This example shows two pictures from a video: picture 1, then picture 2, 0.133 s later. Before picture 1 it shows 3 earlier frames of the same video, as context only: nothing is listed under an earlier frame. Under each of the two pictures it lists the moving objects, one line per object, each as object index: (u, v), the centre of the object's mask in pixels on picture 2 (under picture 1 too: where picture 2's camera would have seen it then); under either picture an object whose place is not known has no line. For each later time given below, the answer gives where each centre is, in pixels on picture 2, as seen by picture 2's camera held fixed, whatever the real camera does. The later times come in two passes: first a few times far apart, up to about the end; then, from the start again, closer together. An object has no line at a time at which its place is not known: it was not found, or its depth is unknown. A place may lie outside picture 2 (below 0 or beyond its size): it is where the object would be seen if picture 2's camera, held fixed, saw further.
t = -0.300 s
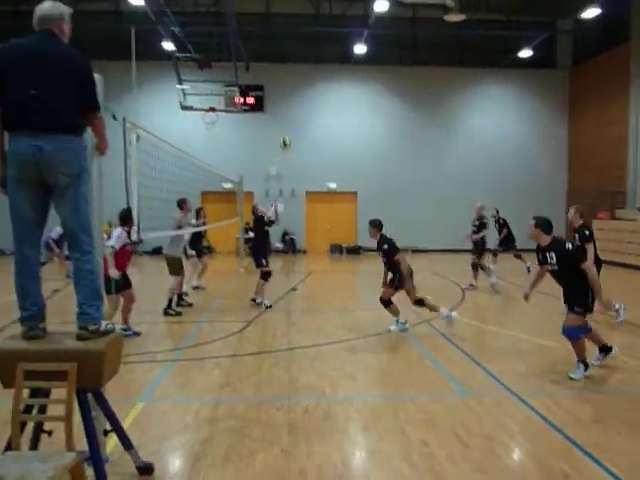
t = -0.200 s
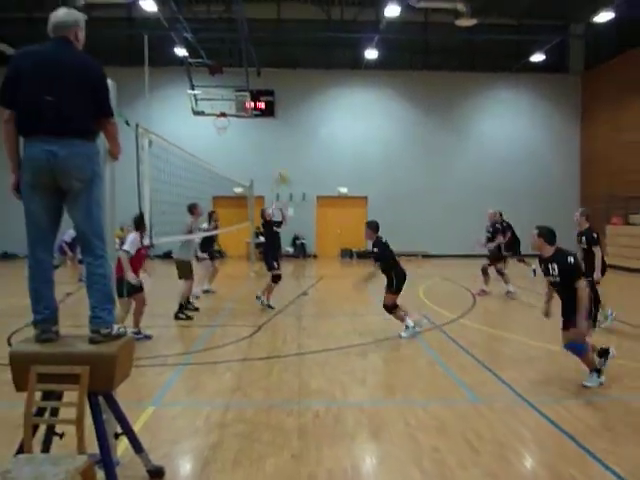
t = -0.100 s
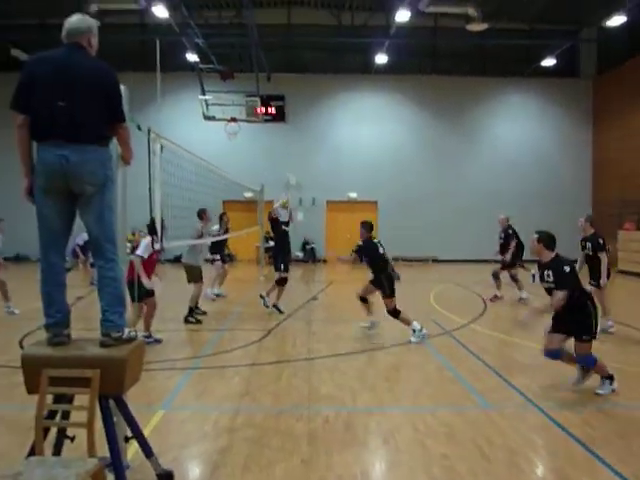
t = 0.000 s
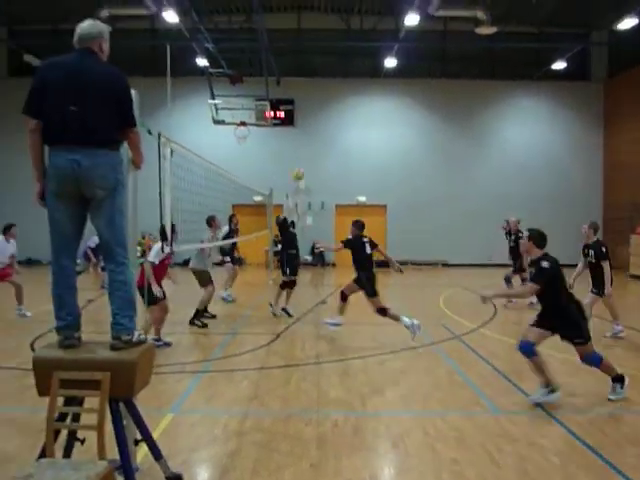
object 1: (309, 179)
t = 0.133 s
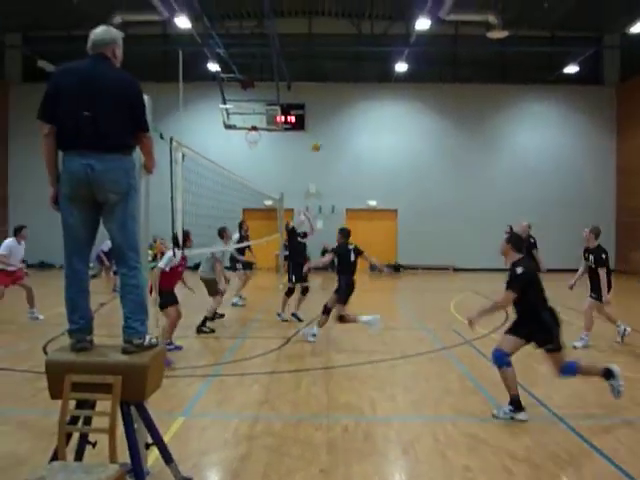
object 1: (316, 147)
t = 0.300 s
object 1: (322, 124)
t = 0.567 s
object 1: (334, 109)
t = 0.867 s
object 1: (344, 128)
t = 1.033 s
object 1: (348, 152)
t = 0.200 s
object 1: (318, 139)
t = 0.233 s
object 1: (319, 133)
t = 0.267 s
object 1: (320, 129)
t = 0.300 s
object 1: (322, 124)
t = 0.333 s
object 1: (324, 120)
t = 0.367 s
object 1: (326, 117)
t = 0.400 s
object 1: (328, 114)
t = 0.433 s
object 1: (329, 112)
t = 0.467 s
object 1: (329, 110)
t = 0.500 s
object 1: (331, 109)
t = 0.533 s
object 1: (332, 109)
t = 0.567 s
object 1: (334, 109)
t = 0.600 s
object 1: (335, 109)
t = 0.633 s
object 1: (336, 109)
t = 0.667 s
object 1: (337, 109)
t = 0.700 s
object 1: (338, 112)
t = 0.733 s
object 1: (340, 113)
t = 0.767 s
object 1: (340, 115)
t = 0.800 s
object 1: (341, 116)
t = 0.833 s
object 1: (343, 122)
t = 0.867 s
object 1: (344, 128)
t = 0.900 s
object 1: (345, 131)
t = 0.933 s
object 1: (346, 136)
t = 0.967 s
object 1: (347, 141)
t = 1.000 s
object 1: (348, 147)
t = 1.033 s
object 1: (348, 152)
